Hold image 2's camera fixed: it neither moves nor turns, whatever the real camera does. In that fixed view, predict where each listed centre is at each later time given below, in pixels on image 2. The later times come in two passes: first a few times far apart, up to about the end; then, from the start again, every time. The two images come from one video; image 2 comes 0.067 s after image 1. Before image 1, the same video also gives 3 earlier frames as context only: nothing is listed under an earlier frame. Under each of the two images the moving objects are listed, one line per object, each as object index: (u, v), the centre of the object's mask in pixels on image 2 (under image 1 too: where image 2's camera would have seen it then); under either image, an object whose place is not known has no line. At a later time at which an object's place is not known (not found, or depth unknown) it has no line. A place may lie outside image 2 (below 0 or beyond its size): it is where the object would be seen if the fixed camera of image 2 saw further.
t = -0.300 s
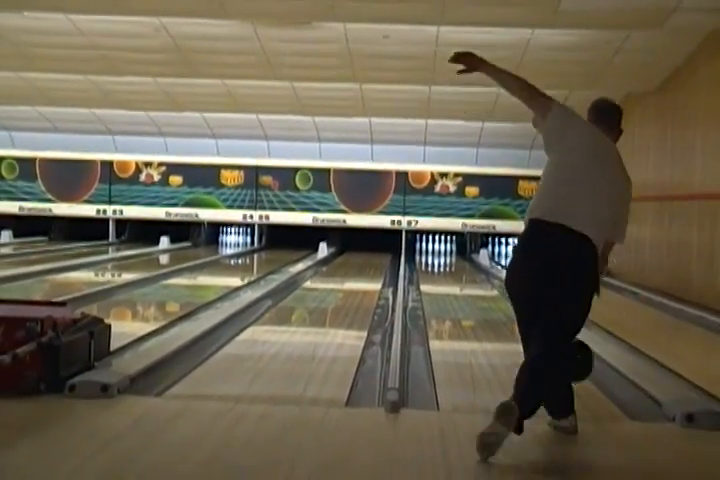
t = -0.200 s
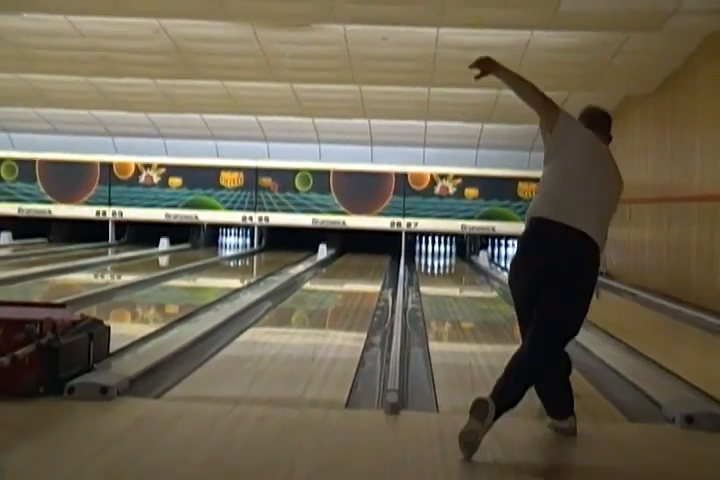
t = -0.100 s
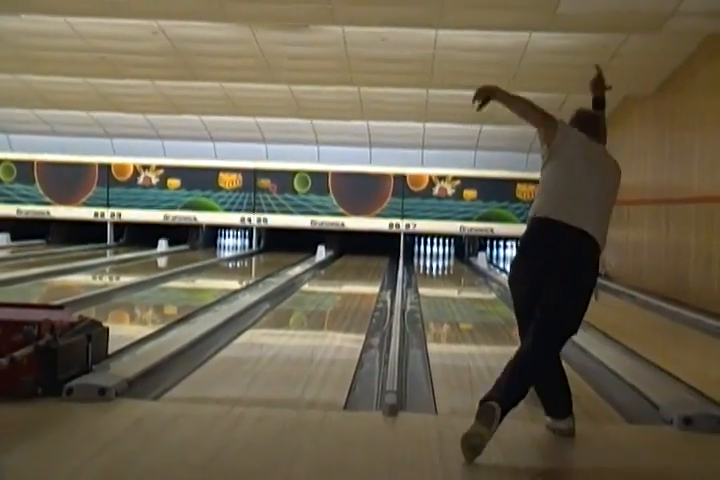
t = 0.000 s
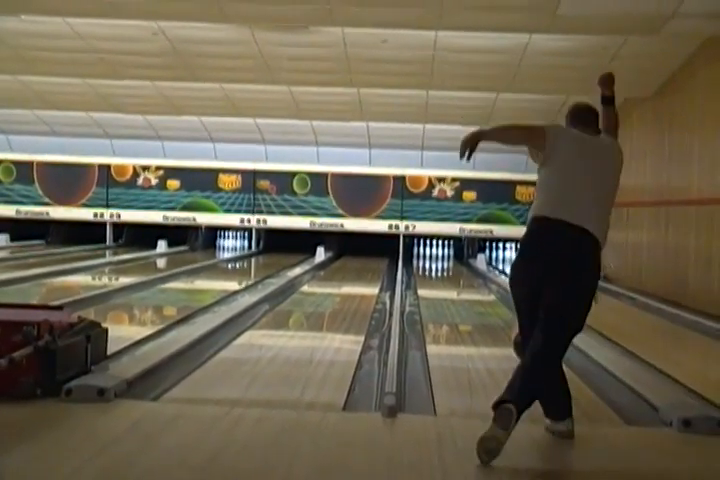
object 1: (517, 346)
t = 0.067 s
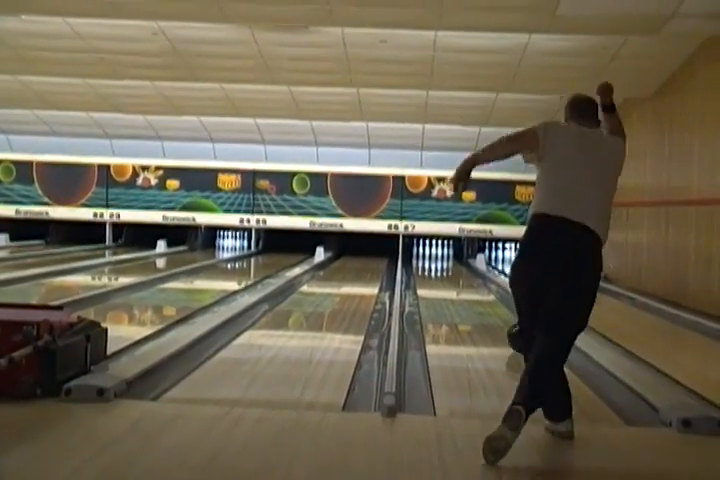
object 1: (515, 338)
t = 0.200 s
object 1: (509, 323)
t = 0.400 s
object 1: (495, 308)
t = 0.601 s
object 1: (485, 296)
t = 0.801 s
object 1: (478, 287)
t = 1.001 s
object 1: (471, 281)
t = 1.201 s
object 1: (465, 274)
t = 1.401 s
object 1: (461, 270)
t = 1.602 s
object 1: (456, 264)
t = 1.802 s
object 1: (453, 261)
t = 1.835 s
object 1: (452, 262)
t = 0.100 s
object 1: (513, 333)
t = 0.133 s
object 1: (512, 330)
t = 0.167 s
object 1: (511, 326)
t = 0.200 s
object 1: (509, 323)
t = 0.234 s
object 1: (506, 320)
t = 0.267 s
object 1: (504, 317)
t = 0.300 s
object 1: (502, 315)
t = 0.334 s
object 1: (499, 313)
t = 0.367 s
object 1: (497, 310)
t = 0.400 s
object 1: (495, 308)
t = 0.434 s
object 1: (493, 305)
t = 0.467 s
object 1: (492, 304)
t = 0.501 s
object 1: (490, 302)
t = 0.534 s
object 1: (488, 300)
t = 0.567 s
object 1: (487, 298)
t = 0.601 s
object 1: (485, 296)
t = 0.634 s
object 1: (484, 294)
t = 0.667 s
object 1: (483, 292)
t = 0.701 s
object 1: (481, 291)
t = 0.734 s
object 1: (480, 290)
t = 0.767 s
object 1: (479, 288)
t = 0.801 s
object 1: (478, 287)
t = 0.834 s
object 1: (477, 286)
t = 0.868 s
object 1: (476, 284)
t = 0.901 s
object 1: (474, 283)
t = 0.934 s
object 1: (473, 282)
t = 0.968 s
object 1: (472, 281)
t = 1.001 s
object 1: (471, 281)
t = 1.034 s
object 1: (470, 279)
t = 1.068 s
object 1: (469, 278)
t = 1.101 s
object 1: (468, 277)
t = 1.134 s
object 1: (467, 276)
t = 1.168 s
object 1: (467, 275)
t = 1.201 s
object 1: (465, 274)
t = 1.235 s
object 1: (465, 273)
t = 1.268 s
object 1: (464, 272)
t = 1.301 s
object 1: (462, 271)
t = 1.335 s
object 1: (462, 270)
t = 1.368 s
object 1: (462, 270)
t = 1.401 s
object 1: (461, 270)
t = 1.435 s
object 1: (460, 267)
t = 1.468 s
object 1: (459, 268)
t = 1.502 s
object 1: (459, 267)
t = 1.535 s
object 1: (458, 266)
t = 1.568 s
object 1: (457, 264)
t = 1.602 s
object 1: (456, 264)
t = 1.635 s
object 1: (455, 263)
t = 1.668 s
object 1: (455, 263)
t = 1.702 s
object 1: (455, 263)
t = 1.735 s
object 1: (454, 262)
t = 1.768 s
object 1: (452, 262)
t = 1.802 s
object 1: (453, 261)
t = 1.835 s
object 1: (452, 262)
